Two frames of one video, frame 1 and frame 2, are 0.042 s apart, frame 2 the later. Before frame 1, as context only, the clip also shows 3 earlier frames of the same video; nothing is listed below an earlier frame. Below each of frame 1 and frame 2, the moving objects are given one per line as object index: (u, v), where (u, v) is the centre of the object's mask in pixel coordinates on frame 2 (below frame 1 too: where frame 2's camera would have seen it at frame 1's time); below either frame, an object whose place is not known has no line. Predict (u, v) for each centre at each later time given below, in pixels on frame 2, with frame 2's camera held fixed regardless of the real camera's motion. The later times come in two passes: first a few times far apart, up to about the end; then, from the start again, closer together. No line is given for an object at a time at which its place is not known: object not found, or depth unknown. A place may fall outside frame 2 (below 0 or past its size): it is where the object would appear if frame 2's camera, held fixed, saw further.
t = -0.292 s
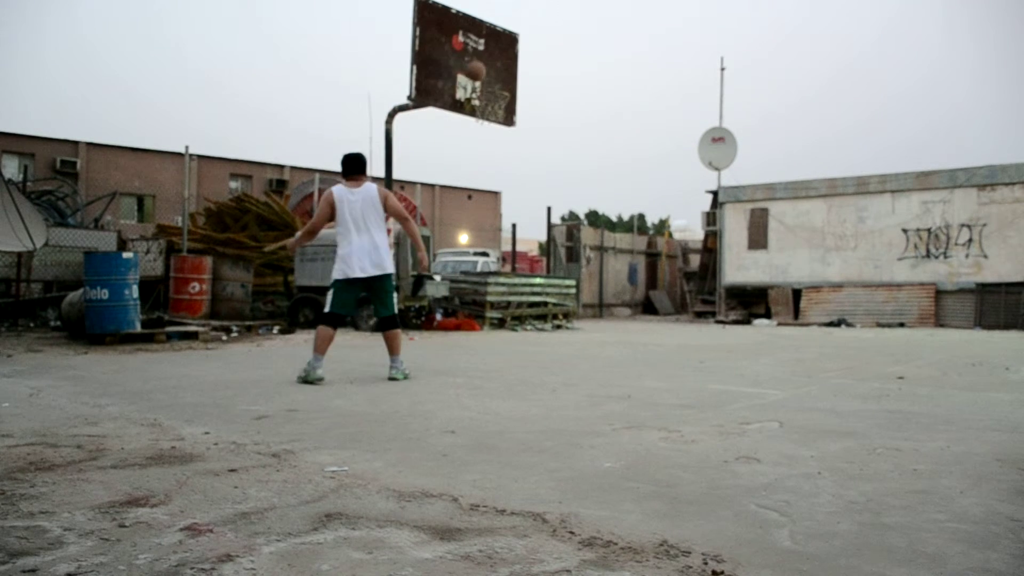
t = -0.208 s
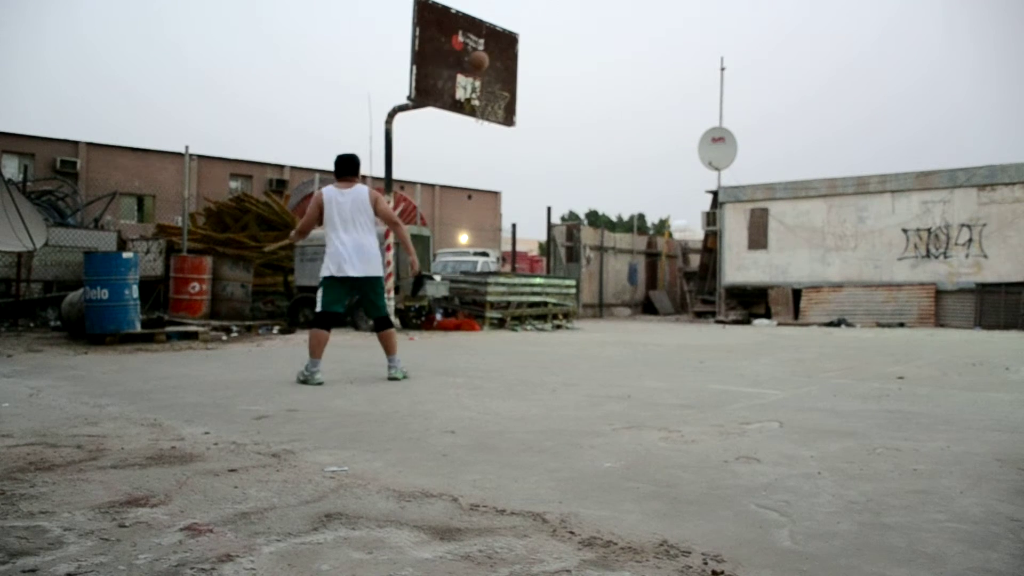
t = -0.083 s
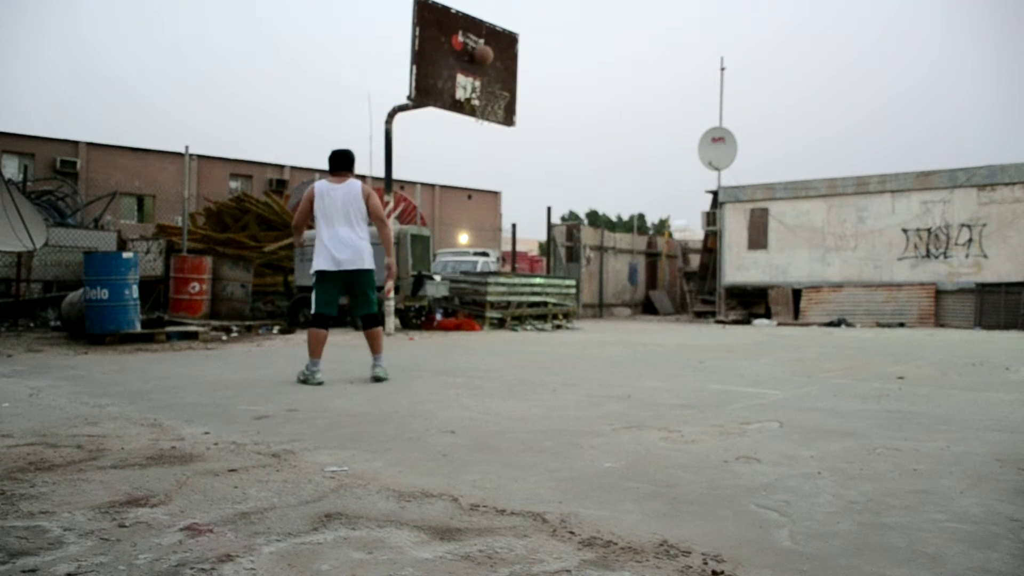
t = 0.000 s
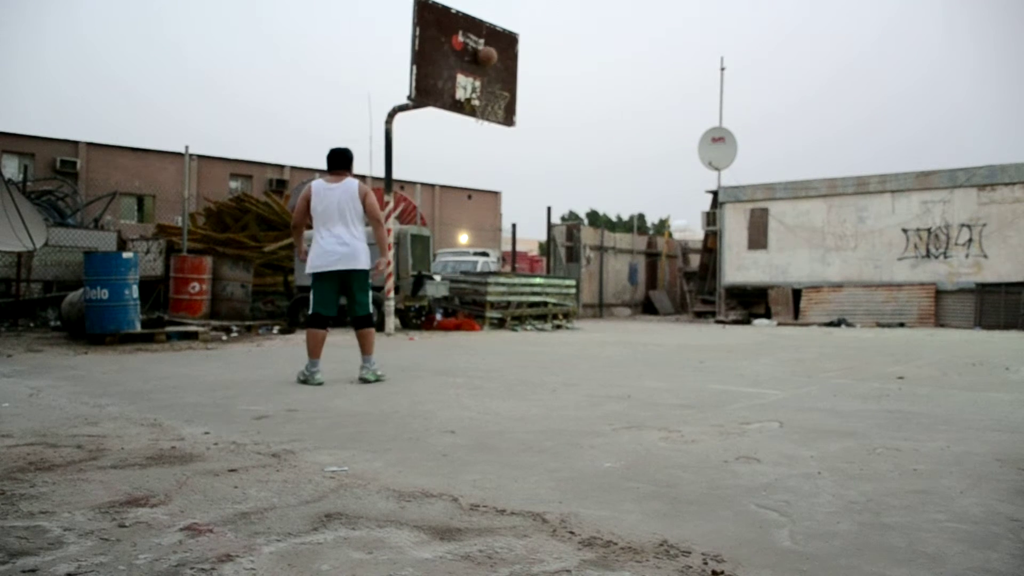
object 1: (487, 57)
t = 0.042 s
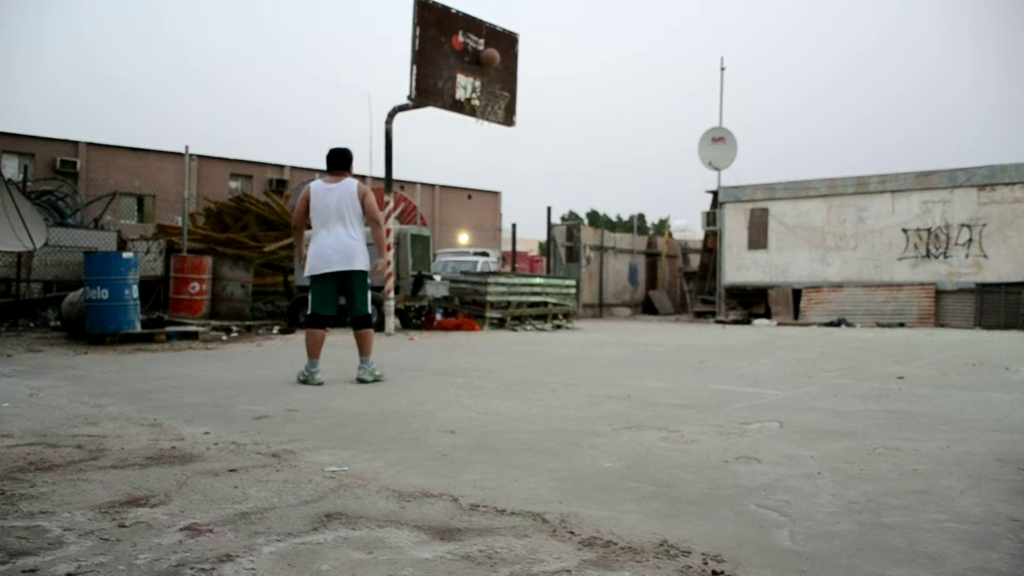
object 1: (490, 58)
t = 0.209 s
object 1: (501, 78)
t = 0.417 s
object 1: (512, 136)
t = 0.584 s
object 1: (522, 206)
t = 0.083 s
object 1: (492, 61)
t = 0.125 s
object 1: (495, 66)
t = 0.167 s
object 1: (498, 72)
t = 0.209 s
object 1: (501, 78)
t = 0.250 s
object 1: (504, 86)
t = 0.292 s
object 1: (506, 95)
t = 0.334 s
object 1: (509, 111)
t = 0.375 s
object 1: (510, 121)
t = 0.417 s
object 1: (512, 136)
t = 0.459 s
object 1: (515, 151)
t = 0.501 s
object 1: (517, 168)
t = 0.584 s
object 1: (522, 206)
